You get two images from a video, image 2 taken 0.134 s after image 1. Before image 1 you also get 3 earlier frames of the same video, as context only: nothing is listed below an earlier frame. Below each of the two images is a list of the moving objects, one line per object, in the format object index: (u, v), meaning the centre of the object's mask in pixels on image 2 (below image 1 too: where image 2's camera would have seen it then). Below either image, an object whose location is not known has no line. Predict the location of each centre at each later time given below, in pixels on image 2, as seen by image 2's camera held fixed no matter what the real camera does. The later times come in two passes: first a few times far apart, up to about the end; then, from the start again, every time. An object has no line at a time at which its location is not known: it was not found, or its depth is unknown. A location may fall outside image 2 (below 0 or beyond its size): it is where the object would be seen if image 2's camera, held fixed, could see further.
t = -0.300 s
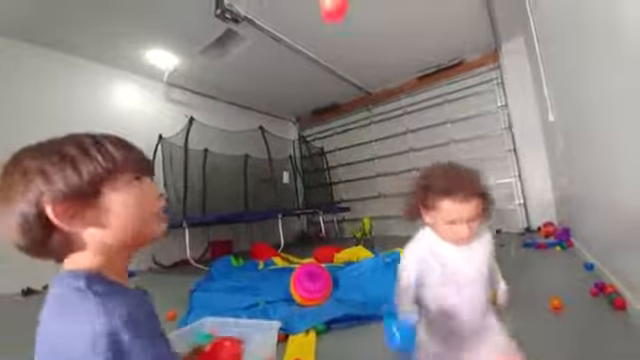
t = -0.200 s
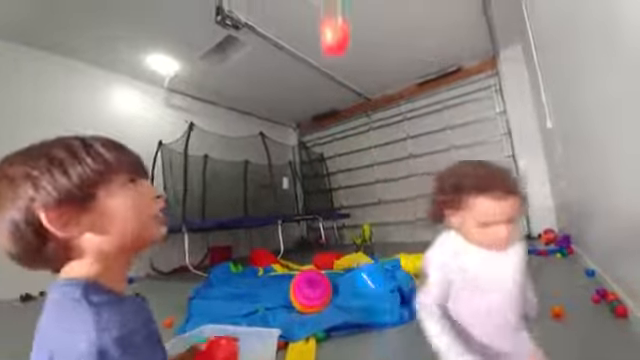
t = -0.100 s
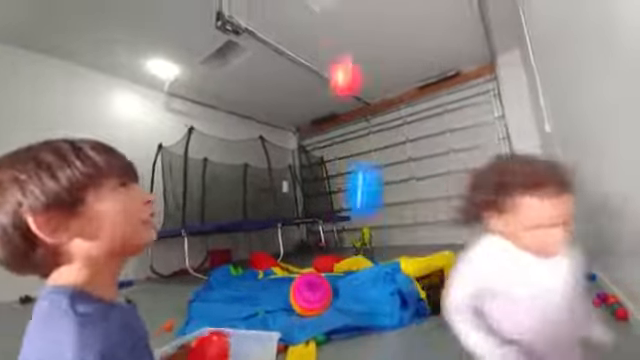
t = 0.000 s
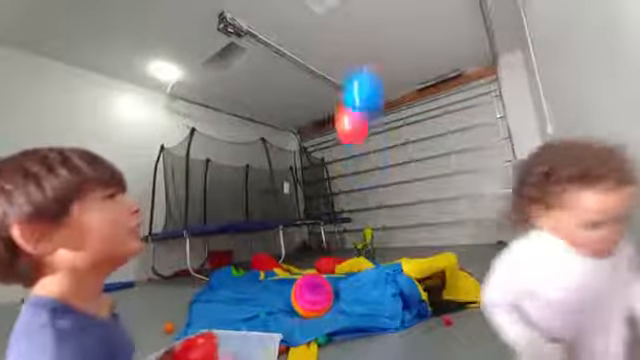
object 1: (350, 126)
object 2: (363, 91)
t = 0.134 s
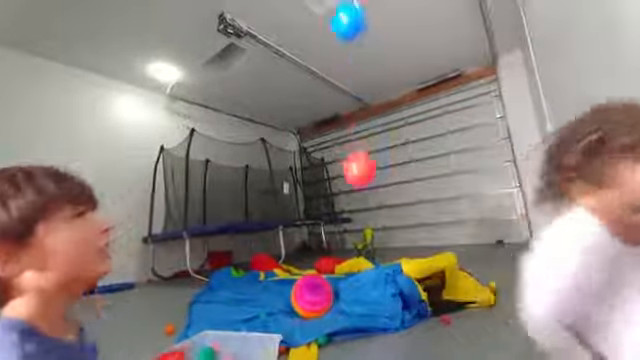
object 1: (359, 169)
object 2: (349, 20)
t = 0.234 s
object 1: (361, 182)
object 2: (329, 10)
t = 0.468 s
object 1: (353, 146)
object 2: (306, 13)
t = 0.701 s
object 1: (347, 70)
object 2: (311, 96)
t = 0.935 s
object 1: (329, 18)
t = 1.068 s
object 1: (328, 10)
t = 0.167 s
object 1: (362, 174)
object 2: (343, 15)
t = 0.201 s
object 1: (363, 179)
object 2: (336, 12)
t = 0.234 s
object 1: (361, 182)
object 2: (329, 10)
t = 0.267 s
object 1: (357, 183)
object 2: (325, 10)
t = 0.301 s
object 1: (357, 182)
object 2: (320, 9)
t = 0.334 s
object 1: (361, 178)
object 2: (316, 9)
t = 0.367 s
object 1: (365, 172)
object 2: (311, 9)
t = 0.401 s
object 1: (364, 164)
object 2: (309, 10)
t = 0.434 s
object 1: (359, 156)
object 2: (306, 10)
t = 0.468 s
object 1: (353, 146)
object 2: (306, 13)
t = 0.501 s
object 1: (349, 137)
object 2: (307, 19)
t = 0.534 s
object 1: (347, 125)
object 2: (306, 26)
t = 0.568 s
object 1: (348, 115)
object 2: (305, 34)
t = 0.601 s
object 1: (351, 105)
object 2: (307, 45)
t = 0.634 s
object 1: (350, 92)
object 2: (307, 60)
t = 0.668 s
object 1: (349, 82)
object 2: (308, 78)
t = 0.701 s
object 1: (347, 70)
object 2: (311, 96)
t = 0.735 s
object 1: (345, 61)
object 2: (318, 120)
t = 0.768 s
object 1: (340, 53)
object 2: (323, 148)
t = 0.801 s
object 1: (336, 46)
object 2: (328, 185)
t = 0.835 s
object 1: (335, 39)
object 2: (336, 223)
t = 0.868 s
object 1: (331, 31)
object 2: (346, 268)
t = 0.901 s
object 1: (329, 23)
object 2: (372, 328)
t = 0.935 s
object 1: (329, 18)
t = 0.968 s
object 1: (328, 13)
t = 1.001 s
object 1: (328, 11)
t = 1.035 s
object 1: (328, 10)
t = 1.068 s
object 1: (328, 10)
